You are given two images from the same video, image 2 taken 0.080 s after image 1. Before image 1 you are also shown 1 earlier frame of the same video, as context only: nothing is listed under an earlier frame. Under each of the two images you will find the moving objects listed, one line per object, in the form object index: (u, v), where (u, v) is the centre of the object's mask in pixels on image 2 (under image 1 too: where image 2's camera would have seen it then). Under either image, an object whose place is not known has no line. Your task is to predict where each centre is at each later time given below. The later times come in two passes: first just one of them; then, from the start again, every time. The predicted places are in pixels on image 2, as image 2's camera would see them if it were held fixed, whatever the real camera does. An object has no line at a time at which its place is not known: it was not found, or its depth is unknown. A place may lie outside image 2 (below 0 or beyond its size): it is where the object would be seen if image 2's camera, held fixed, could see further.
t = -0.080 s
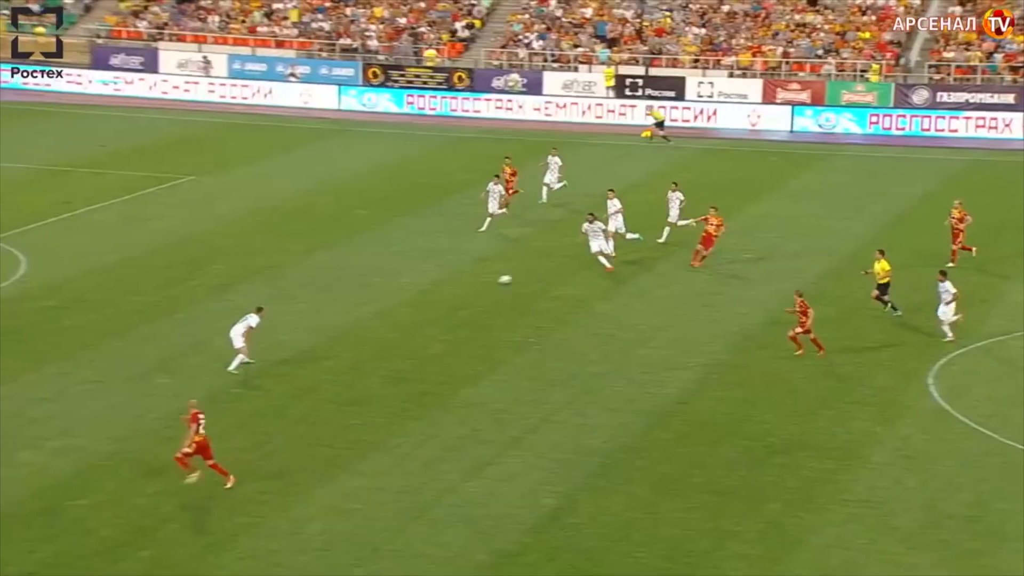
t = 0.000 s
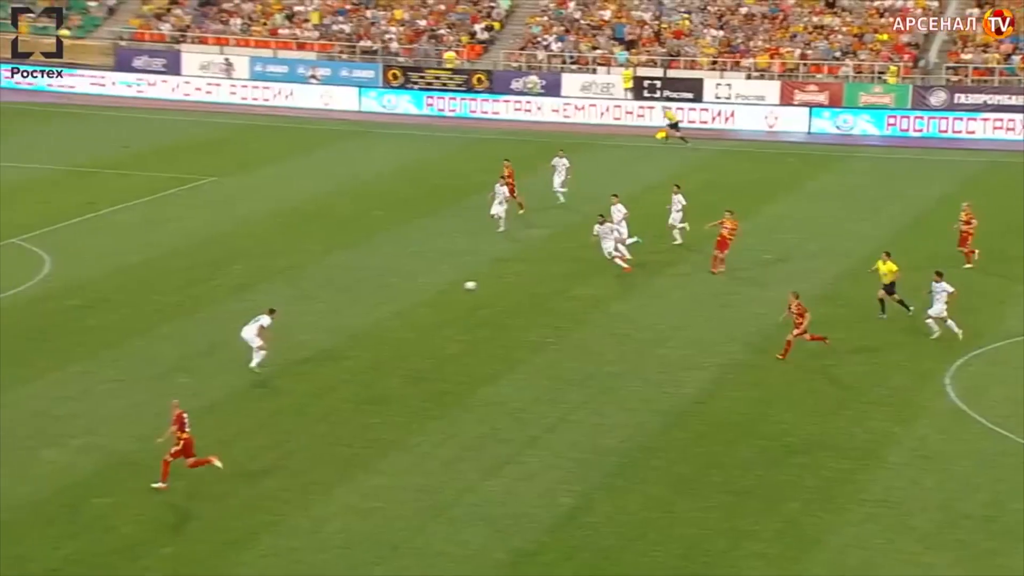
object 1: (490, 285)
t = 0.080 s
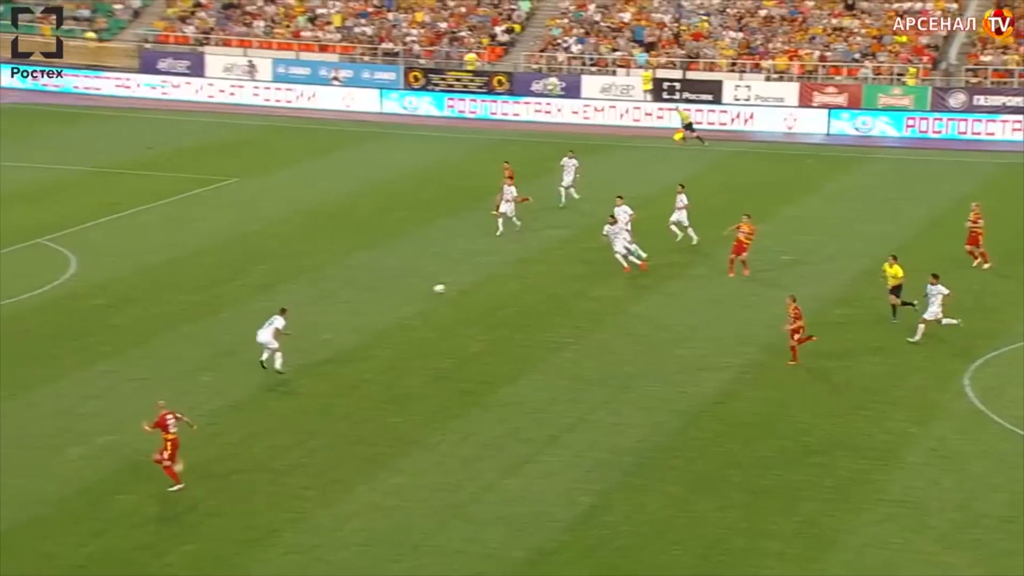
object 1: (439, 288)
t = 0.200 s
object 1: (365, 298)
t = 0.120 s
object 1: (414, 291)
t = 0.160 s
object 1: (389, 295)
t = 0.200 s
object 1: (365, 298)
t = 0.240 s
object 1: (341, 299)
